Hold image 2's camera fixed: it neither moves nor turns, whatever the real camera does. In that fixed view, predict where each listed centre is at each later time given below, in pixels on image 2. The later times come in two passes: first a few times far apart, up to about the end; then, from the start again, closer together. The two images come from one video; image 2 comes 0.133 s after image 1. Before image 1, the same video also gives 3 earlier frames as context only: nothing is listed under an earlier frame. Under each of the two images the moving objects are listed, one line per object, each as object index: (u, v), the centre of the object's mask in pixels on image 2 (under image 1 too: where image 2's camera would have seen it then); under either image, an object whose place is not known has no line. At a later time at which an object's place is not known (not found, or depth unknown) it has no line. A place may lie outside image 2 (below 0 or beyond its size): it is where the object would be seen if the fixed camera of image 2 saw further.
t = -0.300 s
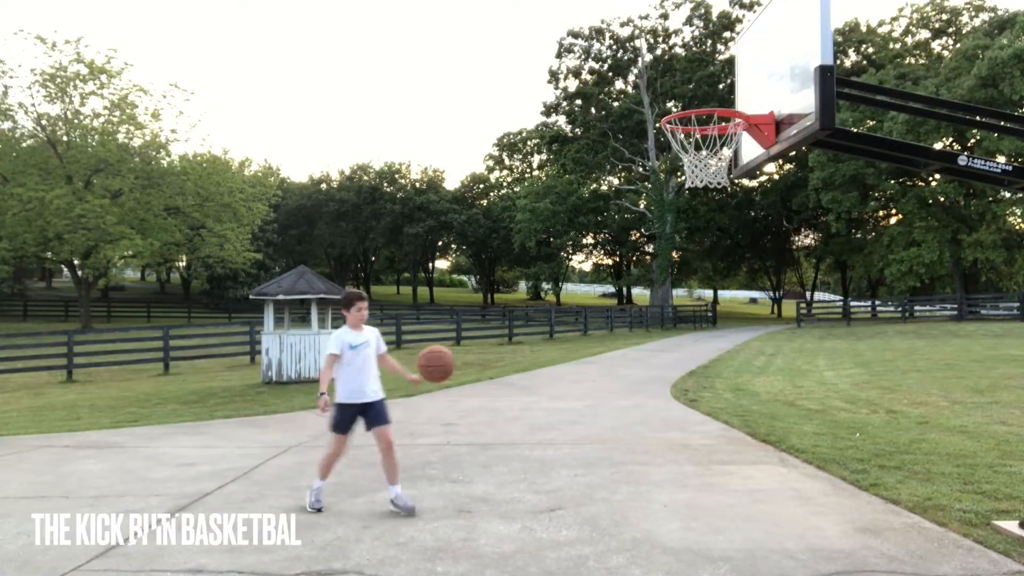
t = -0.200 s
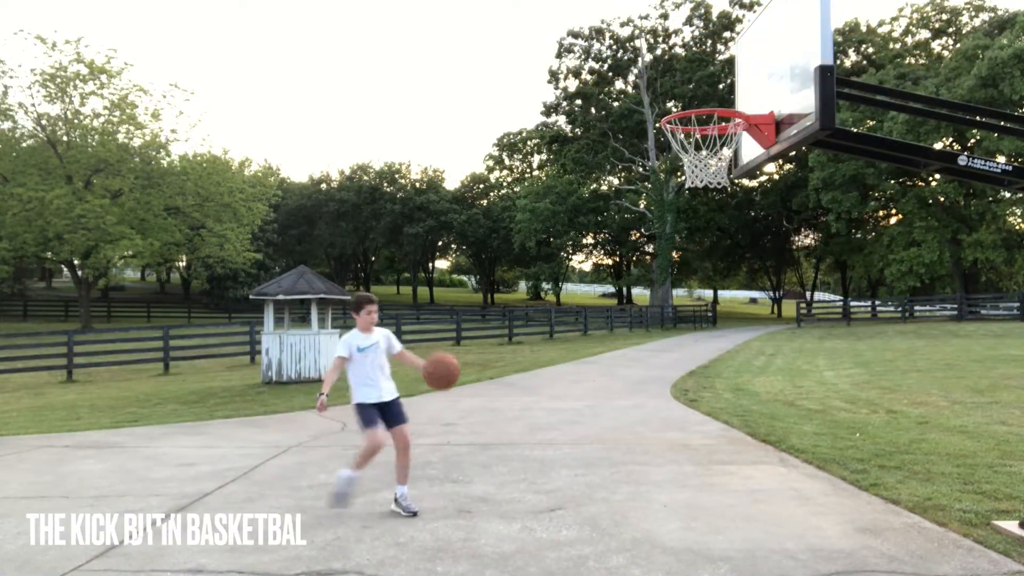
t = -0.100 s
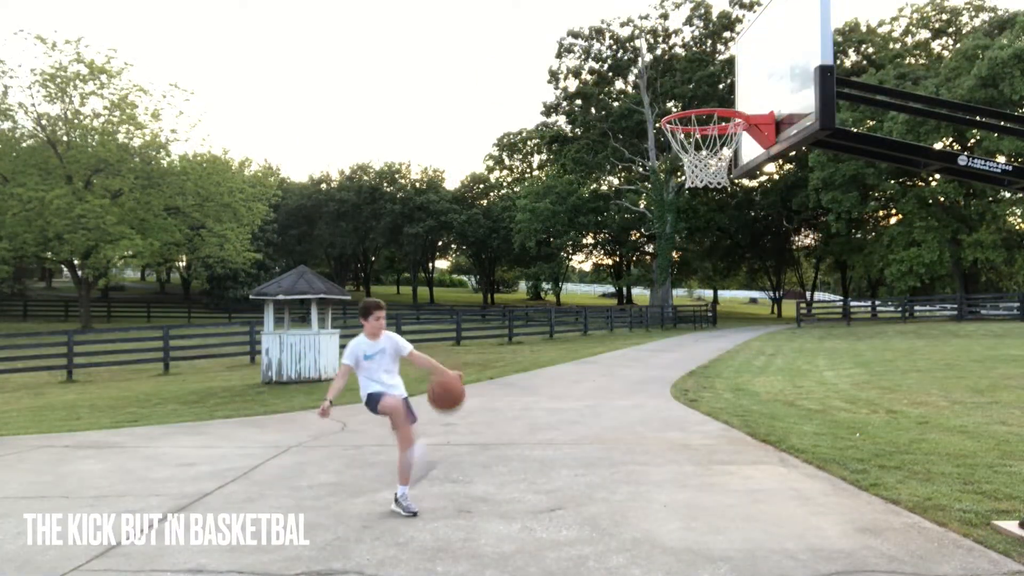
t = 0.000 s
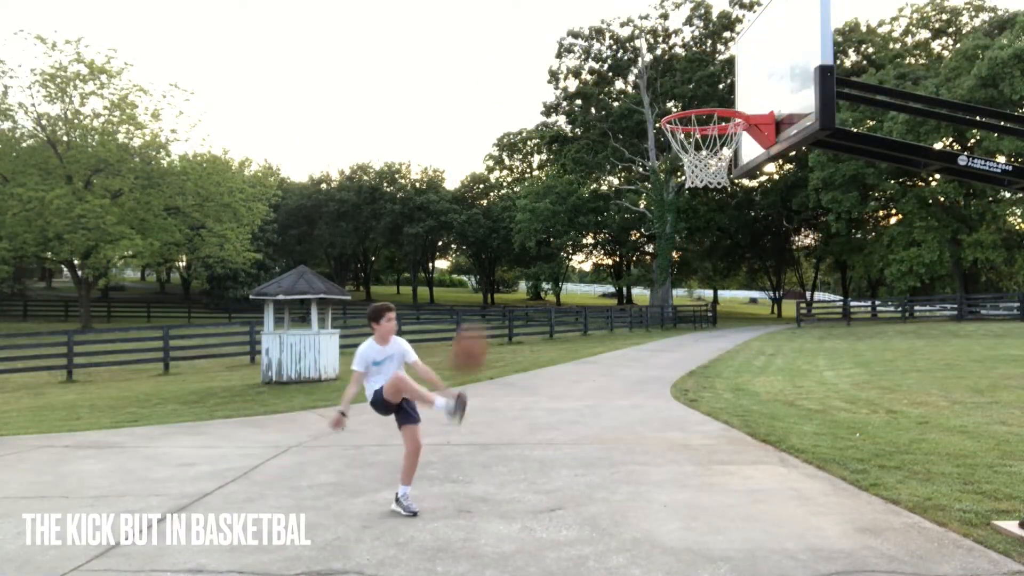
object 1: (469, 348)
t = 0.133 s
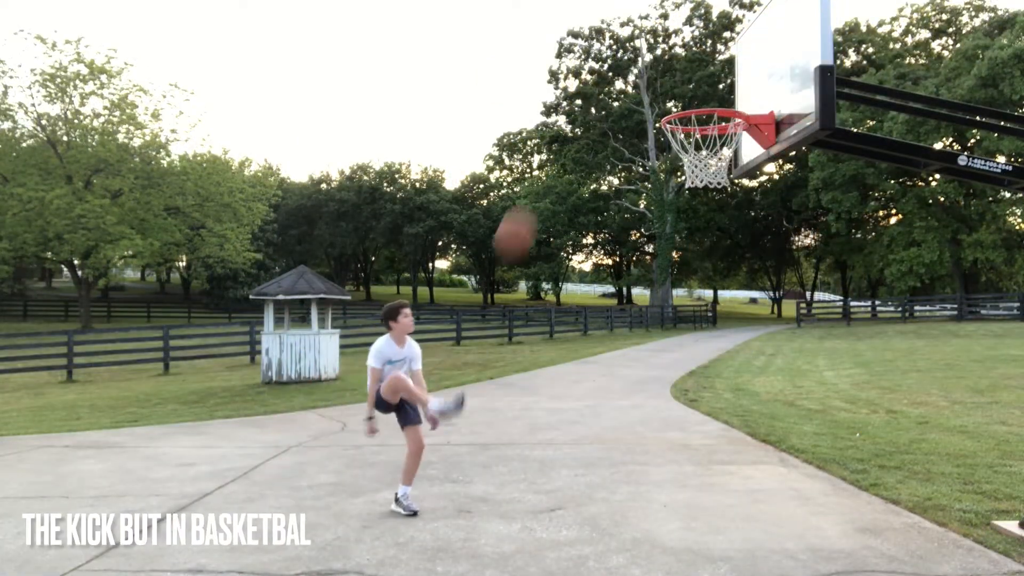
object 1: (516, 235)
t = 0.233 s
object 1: (552, 164)
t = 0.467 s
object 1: (635, 71)
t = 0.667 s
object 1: (704, 61)
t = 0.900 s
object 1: (719, 108)
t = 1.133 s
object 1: (683, 161)
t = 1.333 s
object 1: (686, 207)
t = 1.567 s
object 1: (691, 335)
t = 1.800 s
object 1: (698, 497)
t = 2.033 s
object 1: (719, 346)
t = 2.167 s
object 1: (731, 307)
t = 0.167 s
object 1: (527, 210)
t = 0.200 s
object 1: (540, 188)
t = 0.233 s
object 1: (552, 164)
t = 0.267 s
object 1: (564, 147)
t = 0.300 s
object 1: (575, 129)
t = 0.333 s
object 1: (588, 113)
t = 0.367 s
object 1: (600, 100)
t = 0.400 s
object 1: (610, 89)
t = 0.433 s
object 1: (623, 78)
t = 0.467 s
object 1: (635, 71)
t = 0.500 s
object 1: (648, 65)
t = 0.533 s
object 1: (659, 62)
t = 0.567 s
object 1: (670, 59)
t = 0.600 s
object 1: (682, 58)
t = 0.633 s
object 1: (694, 58)
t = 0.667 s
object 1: (704, 61)
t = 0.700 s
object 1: (716, 65)
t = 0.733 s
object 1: (727, 72)
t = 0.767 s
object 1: (738, 78)
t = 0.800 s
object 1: (748, 88)
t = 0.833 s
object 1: (740, 92)
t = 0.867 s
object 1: (730, 96)
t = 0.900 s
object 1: (719, 108)
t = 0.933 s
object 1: (713, 118)
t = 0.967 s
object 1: (701, 132)
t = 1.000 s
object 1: (694, 142)
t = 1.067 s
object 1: (684, 161)
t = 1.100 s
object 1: (684, 160)
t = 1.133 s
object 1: (683, 161)
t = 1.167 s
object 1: (684, 172)
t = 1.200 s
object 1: (684, 176)
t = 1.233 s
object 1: (684, 181)
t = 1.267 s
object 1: (685, 188)
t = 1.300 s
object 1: (685, 197)
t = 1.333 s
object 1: (686, 207)
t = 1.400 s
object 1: (688, 235)
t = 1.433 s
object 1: (689, 252)
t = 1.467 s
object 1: (690, 268)
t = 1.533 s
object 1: (691, 315)
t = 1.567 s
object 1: (691, 335)
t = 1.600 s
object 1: (692, 366)
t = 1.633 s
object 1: (694, 392)
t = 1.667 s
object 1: (694, 423)
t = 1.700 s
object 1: (694, 452)
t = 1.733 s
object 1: (695, 484)
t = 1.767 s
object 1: (696, 515)
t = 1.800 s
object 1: (698, 497)
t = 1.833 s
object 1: (701, 470)
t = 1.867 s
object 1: (704, 444)
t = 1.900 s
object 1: (707, 421)
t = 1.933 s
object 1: (711, 397)
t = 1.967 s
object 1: (713, 378)
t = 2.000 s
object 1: (716, 362)
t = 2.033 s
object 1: (719, 346)
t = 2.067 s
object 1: (722, 334)
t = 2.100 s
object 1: (725, 322)
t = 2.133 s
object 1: (728, 315)
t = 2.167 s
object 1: (731, 307)
